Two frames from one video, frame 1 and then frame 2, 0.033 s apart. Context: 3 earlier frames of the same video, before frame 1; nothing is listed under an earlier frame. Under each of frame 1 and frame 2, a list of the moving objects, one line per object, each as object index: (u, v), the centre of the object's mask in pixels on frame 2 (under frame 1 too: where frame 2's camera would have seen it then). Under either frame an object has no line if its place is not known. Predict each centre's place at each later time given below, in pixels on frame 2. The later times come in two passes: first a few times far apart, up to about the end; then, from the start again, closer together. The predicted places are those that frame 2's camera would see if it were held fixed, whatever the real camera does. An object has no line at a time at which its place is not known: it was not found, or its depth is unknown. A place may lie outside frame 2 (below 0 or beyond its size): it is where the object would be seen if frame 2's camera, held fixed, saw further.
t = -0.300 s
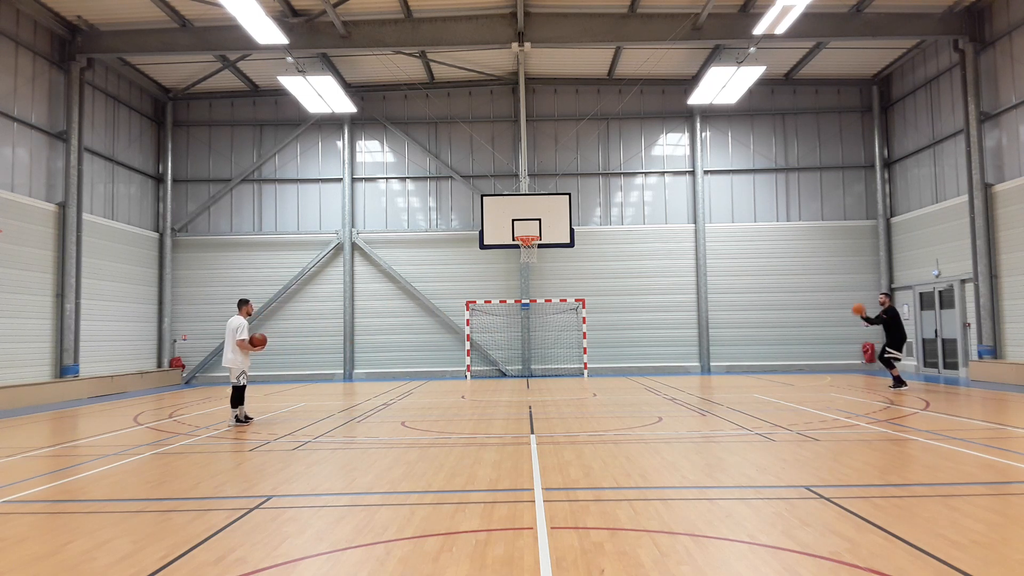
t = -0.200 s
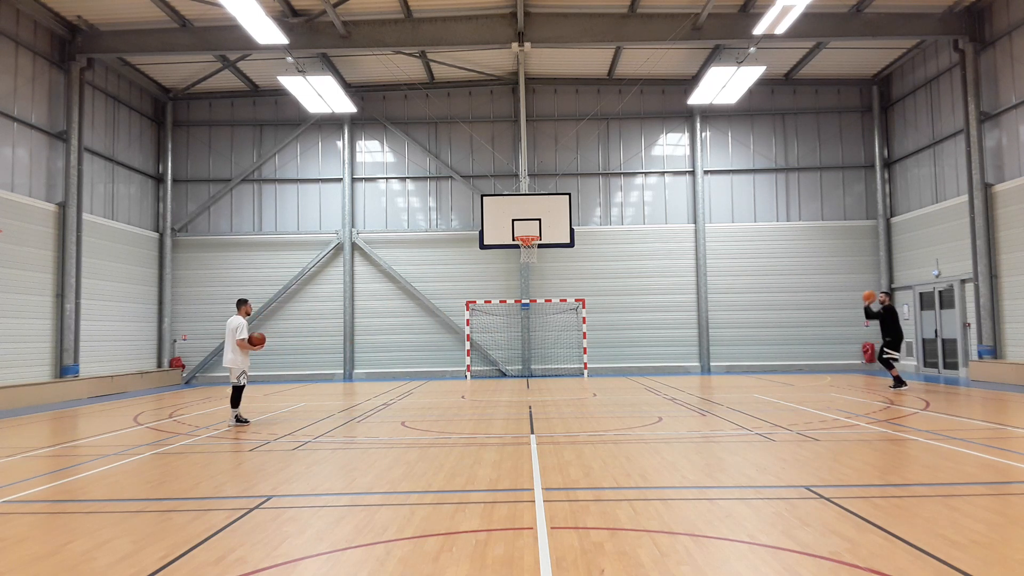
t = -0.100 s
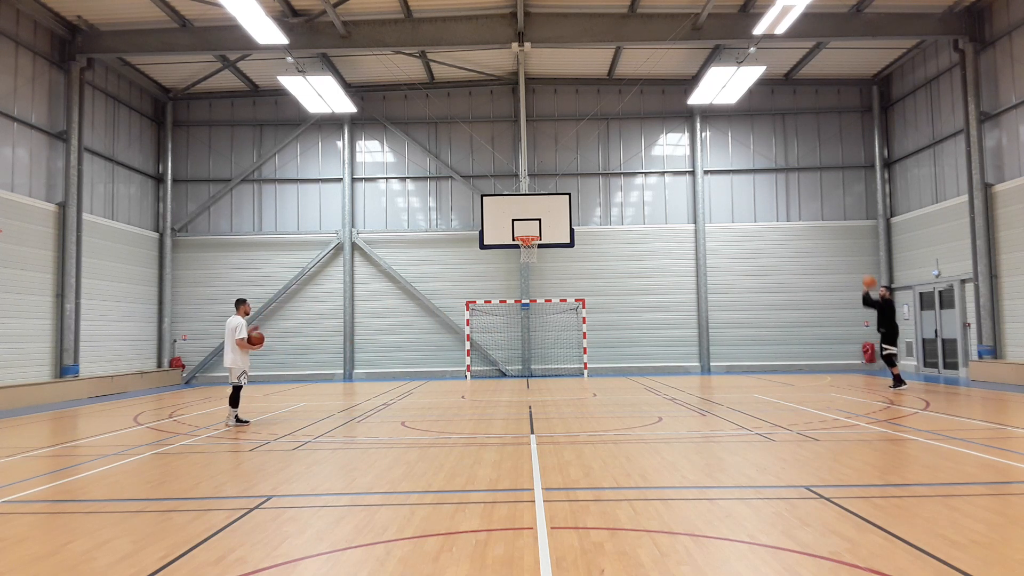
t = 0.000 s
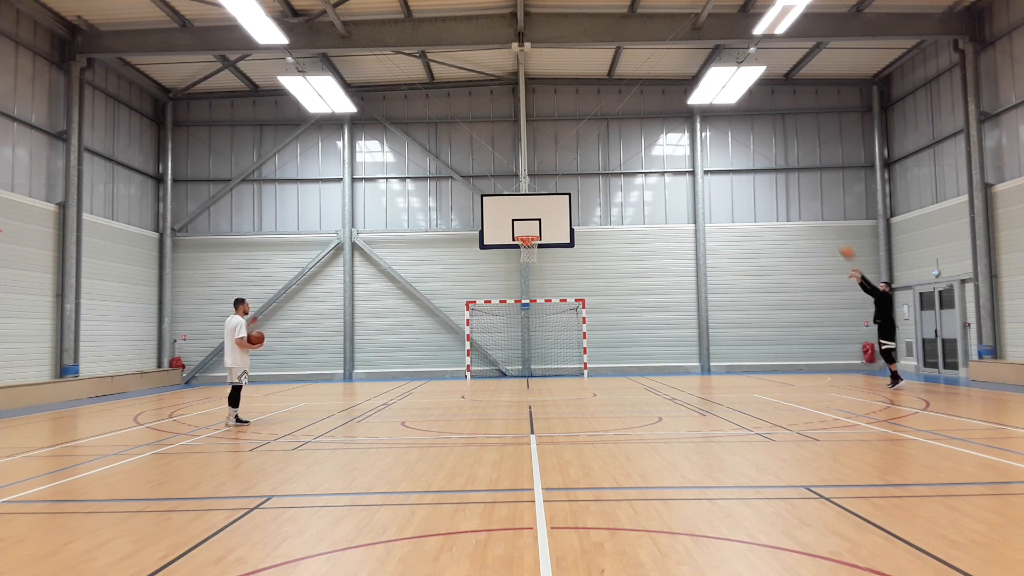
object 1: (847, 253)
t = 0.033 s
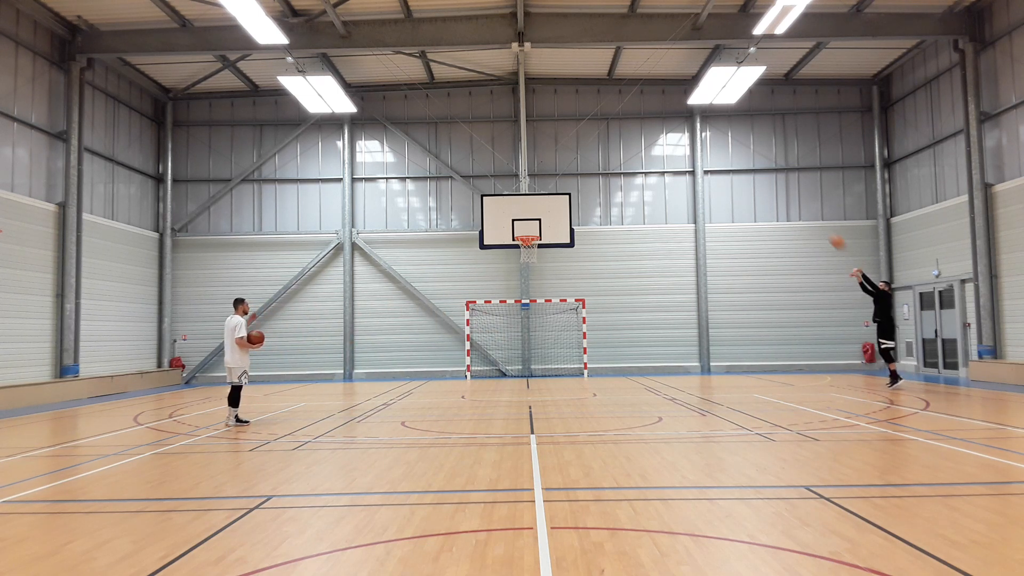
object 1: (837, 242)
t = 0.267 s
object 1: (771, 187)
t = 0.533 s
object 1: (701, 155)
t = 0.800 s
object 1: (633, 159)
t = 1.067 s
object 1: (566, 197)
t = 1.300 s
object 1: (515, 249)
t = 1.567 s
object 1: (498, 282)
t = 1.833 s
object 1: (482, 350)
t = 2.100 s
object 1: (482, 352)
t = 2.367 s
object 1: (496, 309)
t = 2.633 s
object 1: (511, 301)
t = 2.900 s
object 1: (527, 330)
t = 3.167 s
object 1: (543, 388)
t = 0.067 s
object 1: (828, 233)
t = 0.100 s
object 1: (819, 224)
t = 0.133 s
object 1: (808, 215)
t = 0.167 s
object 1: (800, 207)
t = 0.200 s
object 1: (790, 199)
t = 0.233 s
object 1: (781, 193)
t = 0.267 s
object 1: (771, 187)
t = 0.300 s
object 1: (762, 181)
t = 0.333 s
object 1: (754, 175)
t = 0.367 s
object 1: (745, 171)
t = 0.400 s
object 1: (735, 167)
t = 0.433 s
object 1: (726, 163)
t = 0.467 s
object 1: (718, 160)
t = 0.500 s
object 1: (710, 157)
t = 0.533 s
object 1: (701, 155)
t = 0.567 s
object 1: (692, 154)
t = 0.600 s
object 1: (683, 153)
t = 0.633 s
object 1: (674, 153)
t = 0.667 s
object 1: (666, 153)
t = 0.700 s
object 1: (658, 153)
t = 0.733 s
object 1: (649, 154)
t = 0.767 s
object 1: (641, 157)
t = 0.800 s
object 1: (633, 159)
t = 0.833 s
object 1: (624, 162)
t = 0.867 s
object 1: (615, 165)
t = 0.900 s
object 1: (608, 169)
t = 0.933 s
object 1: (600, 174)
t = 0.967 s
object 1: (591, 178)
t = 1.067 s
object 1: (566, 197)
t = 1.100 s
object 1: (558, 204)
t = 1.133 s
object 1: (550, 211)
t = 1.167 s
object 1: (542, 219)
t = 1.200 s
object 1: (534, 228)
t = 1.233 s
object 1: (527, 233)
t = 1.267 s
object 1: (519, 246)
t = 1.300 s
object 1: (515, 249)
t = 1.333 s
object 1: (512, 251)
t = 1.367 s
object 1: (510, 254)
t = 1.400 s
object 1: (508, 258)
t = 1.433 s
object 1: (506, 261)
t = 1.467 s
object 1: (504, 266)
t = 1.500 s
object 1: (502, 271)
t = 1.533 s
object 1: (500, 276)
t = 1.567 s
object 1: (498, 282)
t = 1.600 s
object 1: (496, 289)
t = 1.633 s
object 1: (494, 296)
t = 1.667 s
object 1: (492, 304)
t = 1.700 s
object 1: (490, 312)
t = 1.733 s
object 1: (488, 321)
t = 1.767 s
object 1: (486, 331)
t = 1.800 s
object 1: (484, 340)
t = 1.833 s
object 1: (482, 350)
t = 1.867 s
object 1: (480, 361)
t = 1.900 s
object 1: (478, 374)
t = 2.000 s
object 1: (477, 379)
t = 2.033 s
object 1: (479, 369)
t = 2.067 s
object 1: (480, 360)
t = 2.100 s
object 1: (482, 352)
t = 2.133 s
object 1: (484, 345)
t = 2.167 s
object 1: (485, 338)
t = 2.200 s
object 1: (488, 331)
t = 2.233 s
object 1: (489, 326)
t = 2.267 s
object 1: (491, 320)
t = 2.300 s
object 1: (493, 316)
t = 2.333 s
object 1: (495, 312)
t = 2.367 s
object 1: (496, 309)
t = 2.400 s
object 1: (498, 305)
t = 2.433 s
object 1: (500, 303)
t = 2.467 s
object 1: (502, 301)
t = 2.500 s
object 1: (504, 300)
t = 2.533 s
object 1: (505, 300)
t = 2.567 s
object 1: (507, 300)
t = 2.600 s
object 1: (509, 300)
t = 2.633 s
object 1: (511, 301)
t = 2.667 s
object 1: (513, 303)
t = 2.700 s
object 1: (515, 305)
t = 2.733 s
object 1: (517, 307)
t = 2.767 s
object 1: (519, 310)
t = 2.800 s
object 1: (521, 314)
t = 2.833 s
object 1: (523, 319)
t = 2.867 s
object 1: (525, 323)
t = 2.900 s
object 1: (527, 330)
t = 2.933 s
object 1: (529, 335)
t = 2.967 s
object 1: (531, 342)
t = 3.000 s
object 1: (533, 350)
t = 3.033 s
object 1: (535, 358)
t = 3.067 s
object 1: (537, 366)
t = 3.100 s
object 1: (539, 375)
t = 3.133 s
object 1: (541, 384)
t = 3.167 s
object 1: (543, 388)
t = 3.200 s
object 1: (544, 380)
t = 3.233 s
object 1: (545, 373)
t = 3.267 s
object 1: (546, 366)
